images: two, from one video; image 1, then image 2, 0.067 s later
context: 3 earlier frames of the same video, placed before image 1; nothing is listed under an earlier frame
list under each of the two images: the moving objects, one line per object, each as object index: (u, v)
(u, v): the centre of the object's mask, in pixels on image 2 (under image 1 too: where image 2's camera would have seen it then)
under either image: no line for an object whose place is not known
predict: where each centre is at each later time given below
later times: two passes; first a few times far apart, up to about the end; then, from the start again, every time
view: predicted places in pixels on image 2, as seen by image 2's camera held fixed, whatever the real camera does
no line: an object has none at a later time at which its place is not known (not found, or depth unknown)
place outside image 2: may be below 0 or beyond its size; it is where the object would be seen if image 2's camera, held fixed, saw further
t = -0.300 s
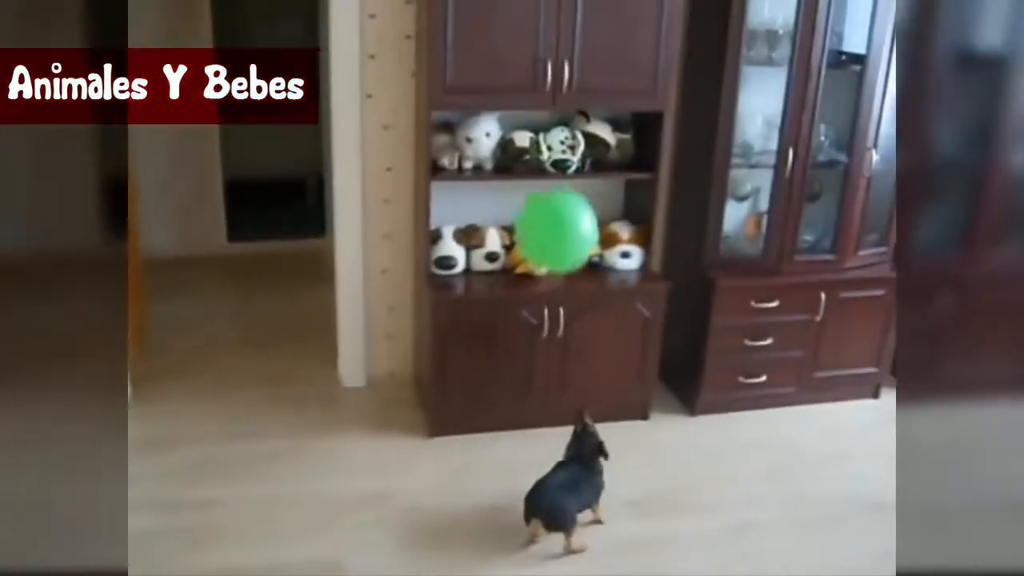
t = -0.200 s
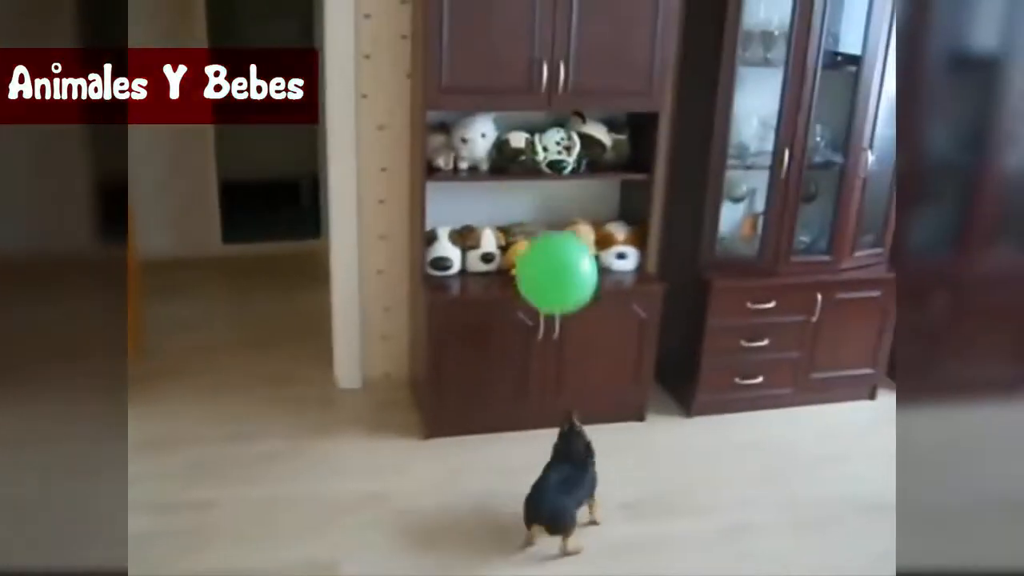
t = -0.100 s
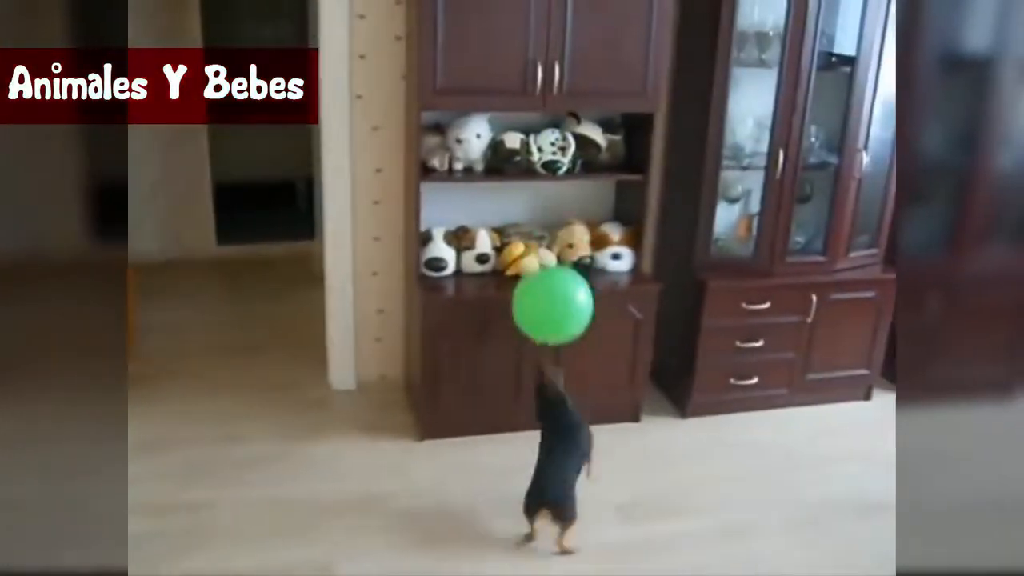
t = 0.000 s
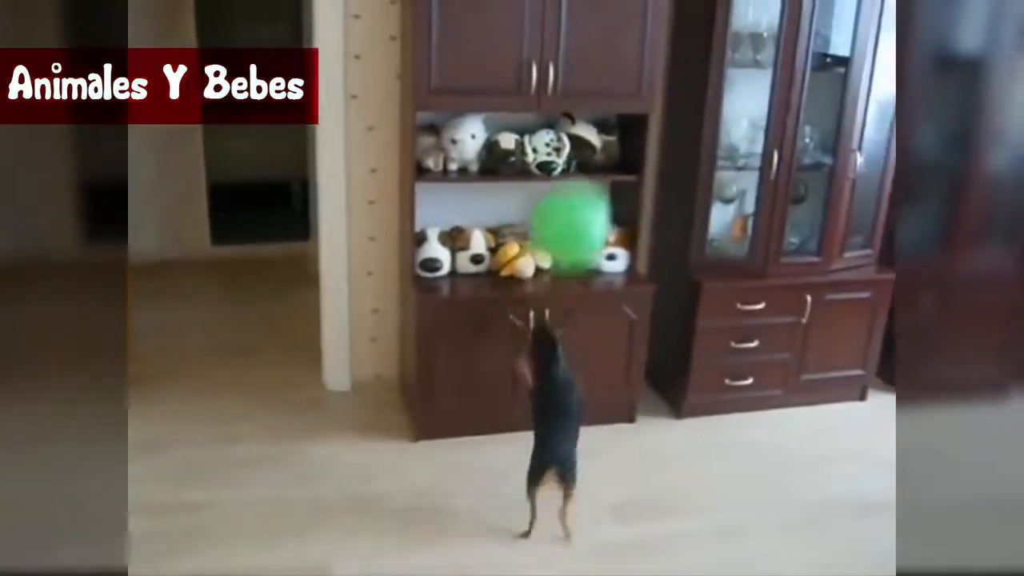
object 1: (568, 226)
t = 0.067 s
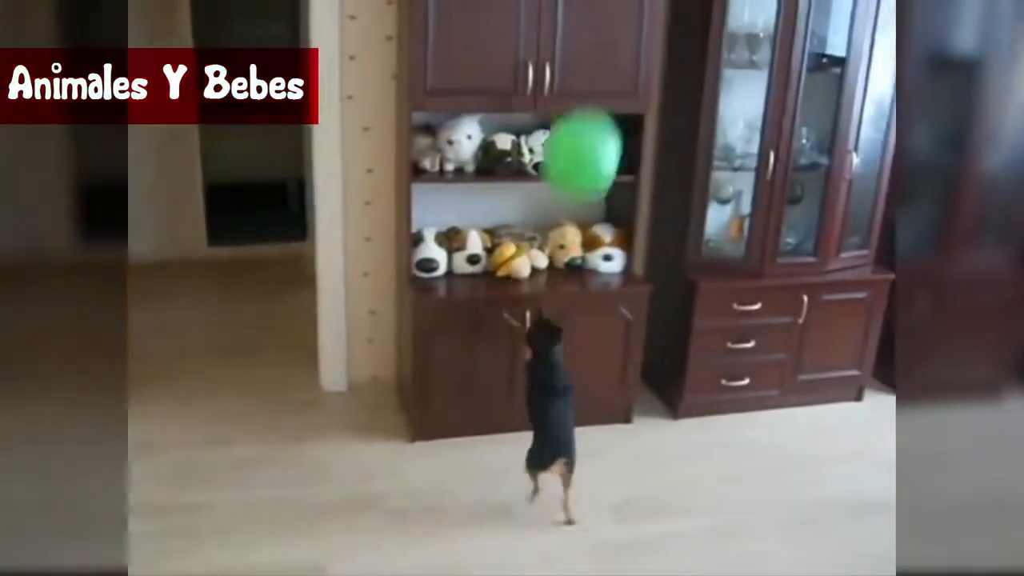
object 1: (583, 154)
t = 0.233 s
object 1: (610, 49)
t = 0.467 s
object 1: (624, 20)
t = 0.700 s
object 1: (634, 16)
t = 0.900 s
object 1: (640, 22)
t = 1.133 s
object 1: (643, 58)
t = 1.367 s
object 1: (640, 128)
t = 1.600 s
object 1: (631, 213)
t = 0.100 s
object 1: (589, 124)
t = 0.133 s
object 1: (594, 99)
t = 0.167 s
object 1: (600, 79)
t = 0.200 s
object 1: (605, 62)
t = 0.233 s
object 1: (610, 49)
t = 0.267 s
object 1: (614, 39)
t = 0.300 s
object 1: (616, 34)
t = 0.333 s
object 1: (619, 30)
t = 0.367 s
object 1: (621, 26)
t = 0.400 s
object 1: (622, 24)
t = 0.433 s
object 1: (623, 22)
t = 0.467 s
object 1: (624, 20)
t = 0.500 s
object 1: (626, 19)
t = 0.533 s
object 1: (627, 18)
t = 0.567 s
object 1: (628, 17)
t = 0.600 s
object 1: (630, 16)
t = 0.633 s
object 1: (631, 16)
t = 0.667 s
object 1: (633, 16)
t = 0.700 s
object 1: (634, 16)
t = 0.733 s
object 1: (635, 16)
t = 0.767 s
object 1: (636, 17)
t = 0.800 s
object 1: (637, 18)
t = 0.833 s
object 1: (639, 18)
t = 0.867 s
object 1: (639, 20)
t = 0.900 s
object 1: (640, 22)
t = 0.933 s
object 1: (641, 24)
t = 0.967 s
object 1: (641, 27)
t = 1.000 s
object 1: (642, 31)
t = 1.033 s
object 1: (642, 35)
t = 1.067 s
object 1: (643, 43)
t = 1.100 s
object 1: (643, 50)
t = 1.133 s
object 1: (643, 58)
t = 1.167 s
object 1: (643, 67)
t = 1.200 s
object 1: (643, 76)
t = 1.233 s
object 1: (642, 86)
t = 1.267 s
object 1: (642, 95)
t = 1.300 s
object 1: (641, 106)
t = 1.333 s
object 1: (641, 117)
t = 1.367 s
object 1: (640, 128)
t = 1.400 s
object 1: (639, 140)
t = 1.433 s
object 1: (638, 152)
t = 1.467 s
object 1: (637, 164)
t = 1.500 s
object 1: (635, 176)
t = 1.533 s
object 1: (634, 188)
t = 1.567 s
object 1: (633, 200)
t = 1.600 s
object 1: (631, 213)
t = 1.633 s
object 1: (630, 225)
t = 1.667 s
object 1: (628, 237)
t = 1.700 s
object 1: (625, 250)
